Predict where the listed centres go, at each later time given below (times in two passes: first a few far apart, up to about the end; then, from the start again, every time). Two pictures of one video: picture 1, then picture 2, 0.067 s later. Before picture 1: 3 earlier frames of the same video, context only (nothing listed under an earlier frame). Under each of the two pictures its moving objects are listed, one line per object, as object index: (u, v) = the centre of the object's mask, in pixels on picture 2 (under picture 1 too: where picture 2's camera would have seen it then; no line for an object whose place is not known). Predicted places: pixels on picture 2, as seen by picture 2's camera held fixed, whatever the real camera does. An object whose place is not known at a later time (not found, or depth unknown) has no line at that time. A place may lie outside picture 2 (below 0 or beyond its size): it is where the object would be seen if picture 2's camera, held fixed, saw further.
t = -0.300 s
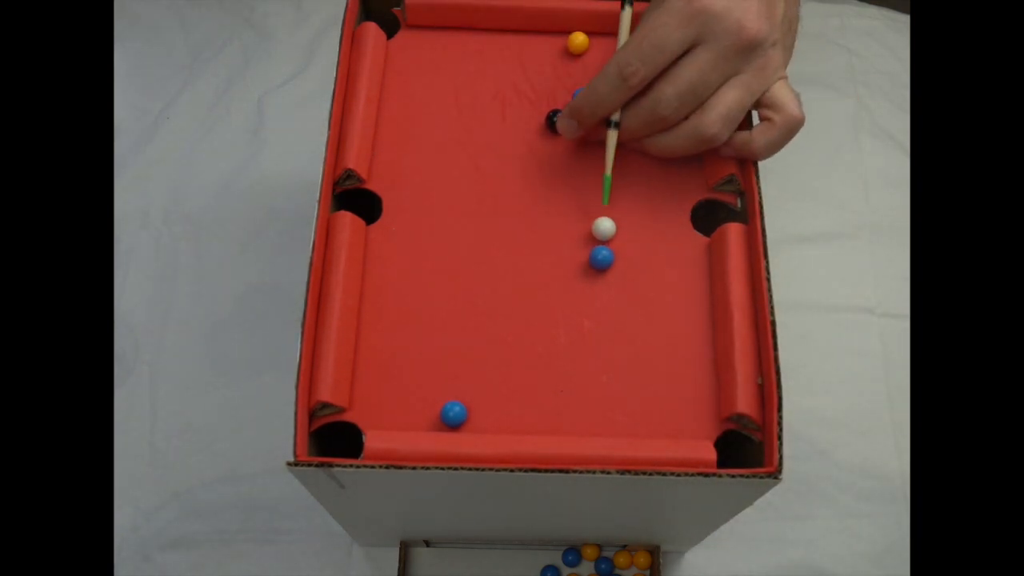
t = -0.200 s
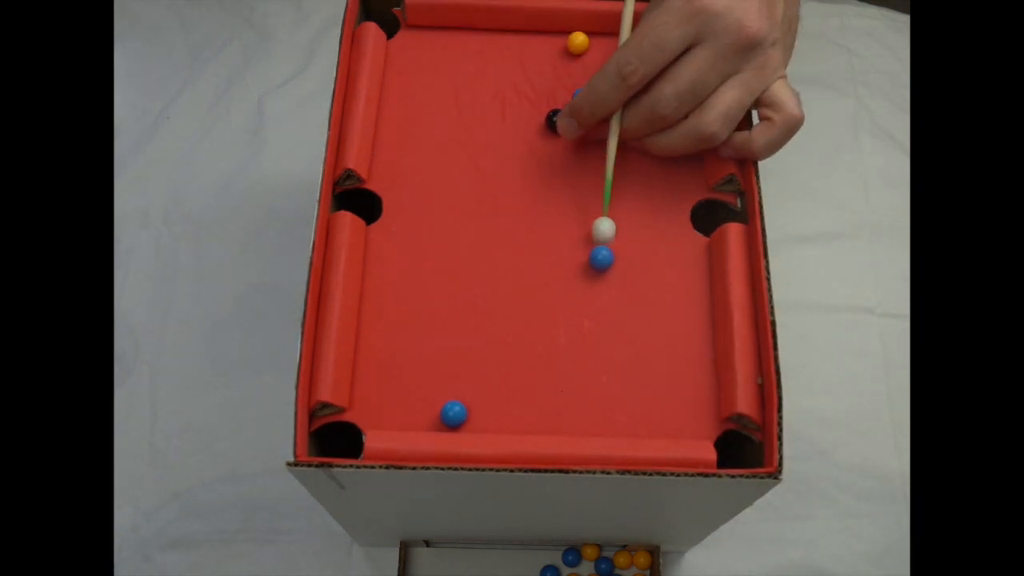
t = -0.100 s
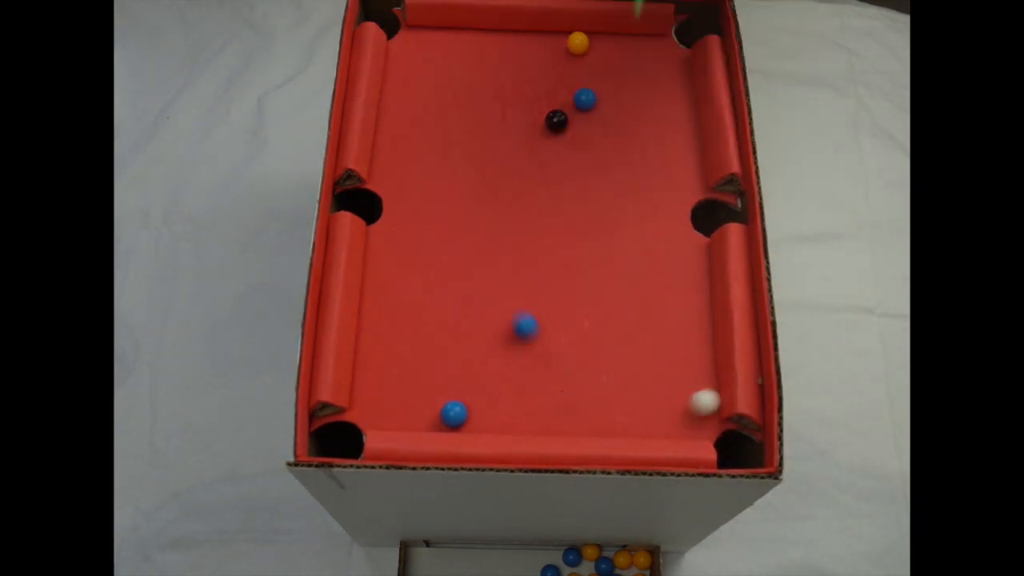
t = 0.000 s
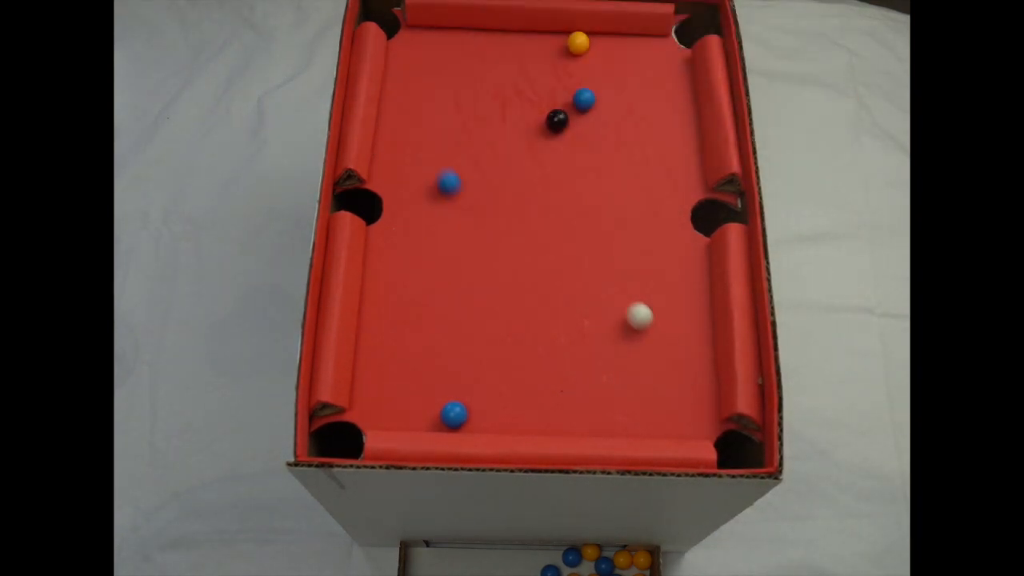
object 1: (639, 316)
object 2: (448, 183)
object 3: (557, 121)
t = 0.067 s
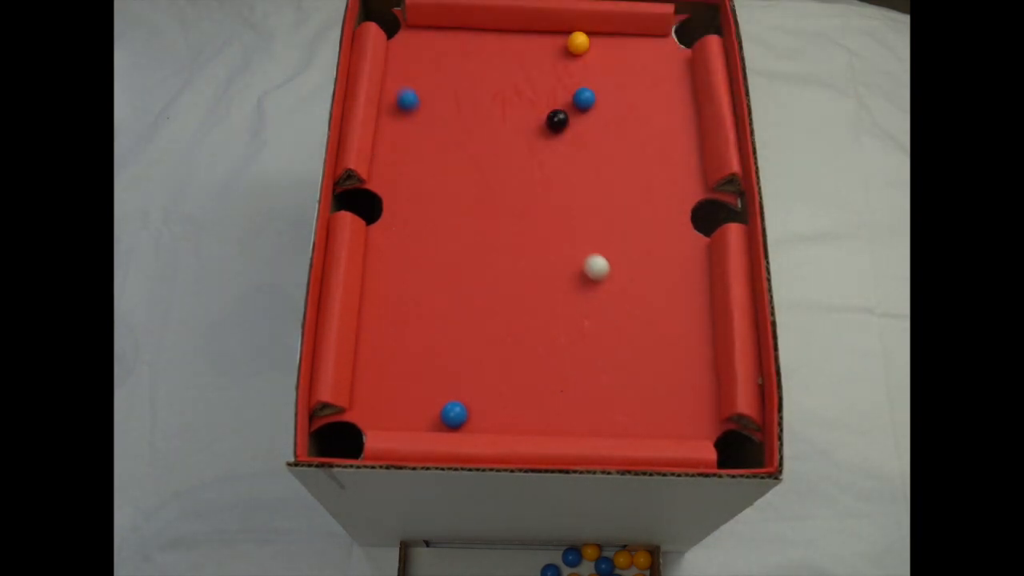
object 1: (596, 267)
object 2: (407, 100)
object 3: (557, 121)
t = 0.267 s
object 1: (496, 142)
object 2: (481, 77)
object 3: (557, 121)
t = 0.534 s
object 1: (422, 34)
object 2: (552, 107)
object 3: (595, 152)
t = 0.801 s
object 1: (411, 41)
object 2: (549, 107)
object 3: (609, 159)
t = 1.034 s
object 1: (411, 41)
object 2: (550, 107)
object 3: (606, 159)
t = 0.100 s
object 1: (575, 244)
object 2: (399, 63)
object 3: (557, 121)
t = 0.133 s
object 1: (557, 222)
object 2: (414, 32)
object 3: (557, 121)
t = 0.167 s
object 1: (539, 201)
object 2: (430, 45)
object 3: (557, 121)
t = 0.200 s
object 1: (524, 181)
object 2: (446, 55)
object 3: (557, 121)
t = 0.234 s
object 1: (510, 161)
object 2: (463, 66)
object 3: (557, 121)
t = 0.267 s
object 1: (496, 142)
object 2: (481, 77)
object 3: (557, 121)
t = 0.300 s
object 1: (484, 124)
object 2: (498, 88)
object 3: (557, 121)
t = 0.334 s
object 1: (472, 107)
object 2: (517, 98)
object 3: (557, 121)
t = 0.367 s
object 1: (459, 91)
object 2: (536, 107)
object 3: (557, 121)
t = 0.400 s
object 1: (449, 76)
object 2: (542, 109)
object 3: (567, 126)
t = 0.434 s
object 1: (440, 61)
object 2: (546, 109)
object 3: (576, 132)
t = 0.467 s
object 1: (433, 47)
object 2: (550, 109)
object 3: (583, 138)
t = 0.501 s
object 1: (427, 34)
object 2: (552, 108)
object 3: (590, 145)
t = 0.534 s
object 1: (422, 34)
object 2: (552, 107)
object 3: (595, 152)
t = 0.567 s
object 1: (417, 37)
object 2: (551, 106)
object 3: (599, 156)
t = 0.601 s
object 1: (414, 39)
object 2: (549, 106)
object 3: (603, 158)
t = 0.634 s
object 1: (411, 40)
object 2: (548, 107)
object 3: (607, 159)
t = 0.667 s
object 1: (410, 41)
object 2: (548, 107)
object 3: (610, 159)
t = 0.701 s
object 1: (409, 41)
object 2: (549, 107)
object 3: (611, 159)
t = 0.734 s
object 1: (409, 41)
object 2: (550, 107)
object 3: (611, 158)
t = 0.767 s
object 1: (410, 41)
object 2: (550, 107)
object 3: (610, 158)
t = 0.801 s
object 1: (411, 41)
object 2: (549, 107)
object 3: (609, 159)
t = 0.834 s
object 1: (411, 41)
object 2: (550, 107)
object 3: (607, 159)
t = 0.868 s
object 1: (411, 41)
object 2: (550, 107)
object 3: (606, 159)
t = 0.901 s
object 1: (411, 41)
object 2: (549, 107)
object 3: (606, 159)
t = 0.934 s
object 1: (411, 41)
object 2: (550, 107)
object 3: (606, 159)
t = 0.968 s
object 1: (411, 41)
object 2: (550, 107)
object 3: (606, 159)
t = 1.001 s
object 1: (411, 41)
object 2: (550, 107)
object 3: (606, 159)
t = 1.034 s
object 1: (411, 41)
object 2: (550, 107)
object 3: (606, 159)
